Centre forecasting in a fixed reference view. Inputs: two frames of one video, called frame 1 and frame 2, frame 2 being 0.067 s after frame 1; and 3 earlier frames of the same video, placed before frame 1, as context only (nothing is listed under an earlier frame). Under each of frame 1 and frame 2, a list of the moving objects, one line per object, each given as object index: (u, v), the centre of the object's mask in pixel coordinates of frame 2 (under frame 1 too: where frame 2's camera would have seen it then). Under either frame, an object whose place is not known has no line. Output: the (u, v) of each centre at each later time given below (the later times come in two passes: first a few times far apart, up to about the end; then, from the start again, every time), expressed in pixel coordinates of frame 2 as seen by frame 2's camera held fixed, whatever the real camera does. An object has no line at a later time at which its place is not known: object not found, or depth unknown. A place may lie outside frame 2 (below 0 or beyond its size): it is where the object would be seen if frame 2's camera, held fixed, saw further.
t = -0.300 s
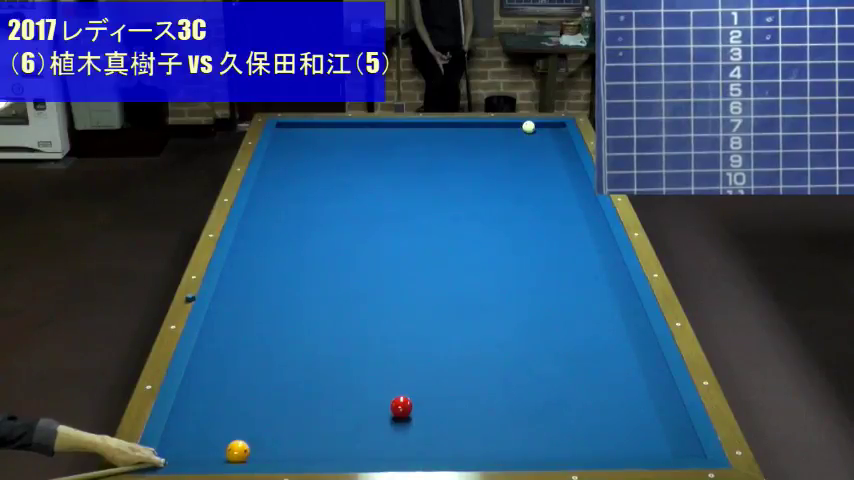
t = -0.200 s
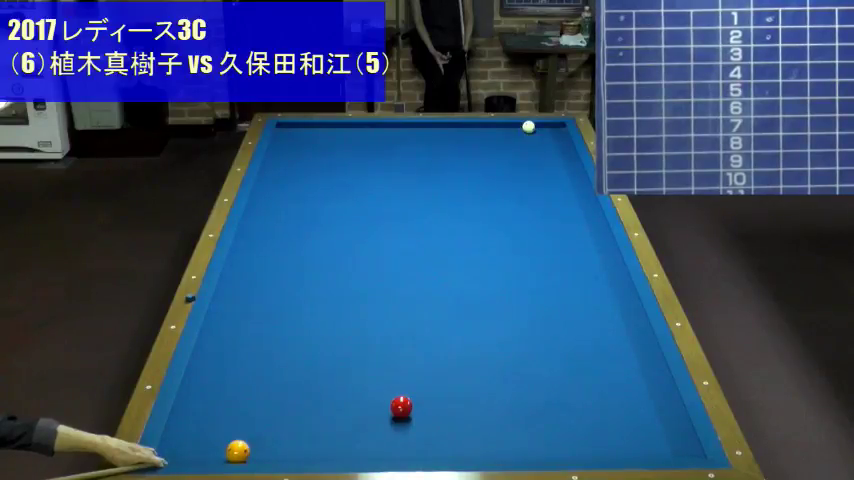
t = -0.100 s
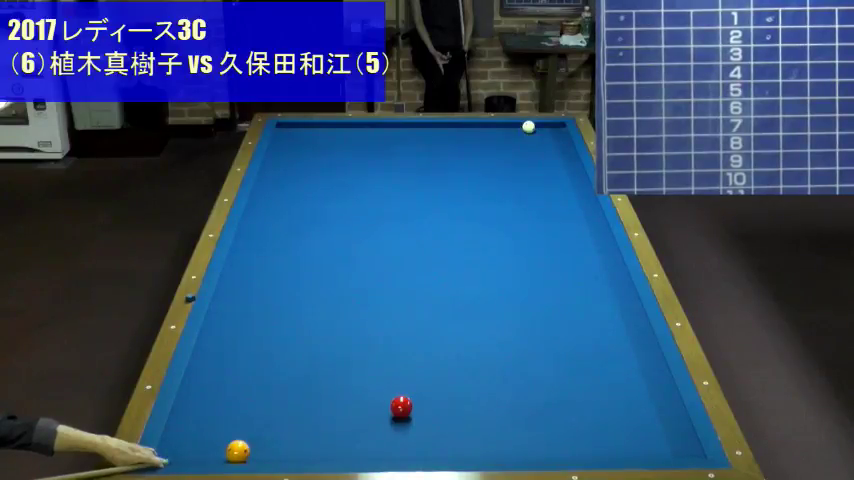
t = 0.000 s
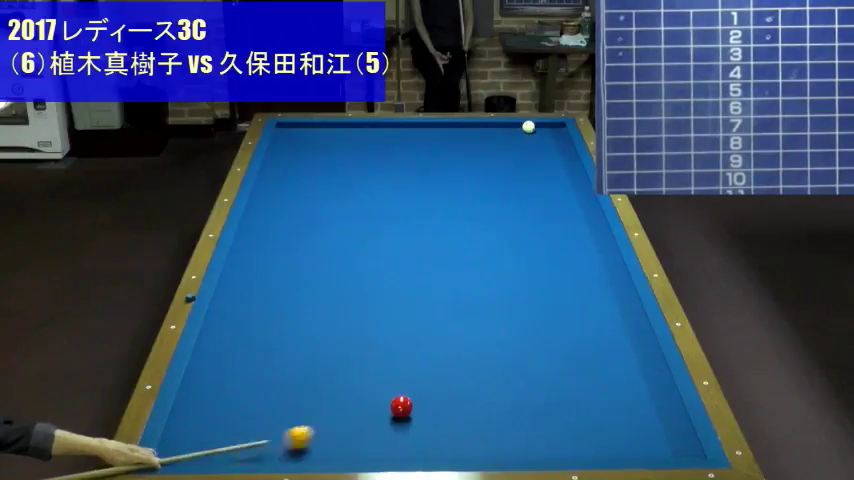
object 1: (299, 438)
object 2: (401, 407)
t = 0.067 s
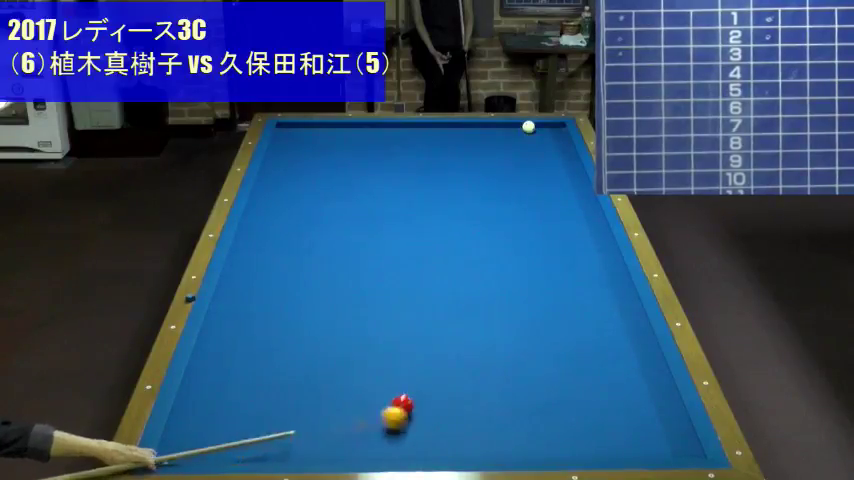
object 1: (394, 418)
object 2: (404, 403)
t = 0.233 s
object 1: (547, 449)
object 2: (467, 338)
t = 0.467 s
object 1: (659, 429)
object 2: (531, 270)
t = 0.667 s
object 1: (547, 399)
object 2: (569, 231)
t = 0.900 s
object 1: (454, 368)
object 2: (574, 195)
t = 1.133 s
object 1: (373, 340)
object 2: (539, 168)
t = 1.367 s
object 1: (300, 314)
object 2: (510, 144)
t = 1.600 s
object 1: (234, 290)
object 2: (486, 126)
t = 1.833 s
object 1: (266, 277)
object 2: (469, 140)
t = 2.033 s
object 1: (297, 266)
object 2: (454, 151)
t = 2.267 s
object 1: (331, 255)
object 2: (435, 164)
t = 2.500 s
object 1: (363, 244)
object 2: (416, 178)
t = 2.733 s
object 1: (393, 234)
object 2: (395, 193)
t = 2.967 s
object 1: (422, 225)
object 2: (373, 208)
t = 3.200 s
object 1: (449, 216)
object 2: (349, 224)
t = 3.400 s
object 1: (471, 209)
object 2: (328, 240)
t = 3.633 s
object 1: (495, 201)
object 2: (303, 258)
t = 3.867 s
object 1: (517, 193)
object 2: (276, 278)
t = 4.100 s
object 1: (539, 186)
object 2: (246, 298)
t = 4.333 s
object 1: (559, 179)
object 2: (216, 320)
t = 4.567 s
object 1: (578, 173)
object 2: (217, 340)
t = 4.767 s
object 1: (567, 169)
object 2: (222, 358)
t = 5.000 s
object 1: (554, 166)
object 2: (228, 379)
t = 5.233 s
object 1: (542, 162)
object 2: (235, 402)
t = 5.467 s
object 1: (531, 158)
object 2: (242, 426)
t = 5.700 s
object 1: (521, 155)
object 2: (249, 450)
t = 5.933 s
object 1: (511, 152)
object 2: (265, 450)
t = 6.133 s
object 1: (503, 149)
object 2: (282, 438)
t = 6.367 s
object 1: (493, 146)
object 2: (300, 426)
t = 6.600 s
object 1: (485, 144)
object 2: (317, 414)
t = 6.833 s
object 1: (477, 141)
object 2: (332, 402)
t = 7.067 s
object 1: (469, 139)
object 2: (347, 392)
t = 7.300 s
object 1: (462, 137)
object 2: (361, 382)
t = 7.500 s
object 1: (456, 135)
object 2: (372, 374)
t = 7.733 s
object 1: (450, 134)
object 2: (384, 365)
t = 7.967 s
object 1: (444, 132)
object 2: (395, 357)
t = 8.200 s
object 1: (438, 131)
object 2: (406, 350)
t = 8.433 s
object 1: (433, 129)
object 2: (416, 342)
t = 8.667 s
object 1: (428, 128)
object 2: (425, 336)
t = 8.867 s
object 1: (424, 127)
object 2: (433, 331)
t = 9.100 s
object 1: (420, 126)
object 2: (441, 325)
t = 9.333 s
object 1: (417, 125)
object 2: (449, 320)
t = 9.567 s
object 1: (414, 125)
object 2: (456, 314)
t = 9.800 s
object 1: (412, 125)
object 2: (463, 310)
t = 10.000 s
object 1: (411, 125)
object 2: (468, 307)
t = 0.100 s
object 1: (424, 425)
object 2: (417, 391)
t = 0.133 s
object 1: (454, 431)
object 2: (430, 377)
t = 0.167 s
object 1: (486, 438)
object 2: (444, 363)
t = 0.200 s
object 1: (516, 444)
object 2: (456, 349)
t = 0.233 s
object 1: (547, 449)
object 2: (467, 338)
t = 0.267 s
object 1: (579, 453)
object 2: (478, 326)
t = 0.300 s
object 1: (603, 450)
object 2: (489, 315)
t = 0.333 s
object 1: (627, 447)
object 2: (498, 305)
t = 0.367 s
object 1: (650, 443)
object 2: (507, 296)
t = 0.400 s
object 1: (673, 440)
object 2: (516, 286)
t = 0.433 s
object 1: (681, 435)
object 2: (524, 278)
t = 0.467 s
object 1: (659, 429)
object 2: (531, 270)
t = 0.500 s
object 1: (638, 424)
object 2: (539, 263)
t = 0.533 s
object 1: (618, 419)
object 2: (545, 256)
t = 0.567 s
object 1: (599, 413)
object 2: (551, 249)
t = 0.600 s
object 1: (581, 408)
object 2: (557, 242)
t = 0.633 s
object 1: (563, 403)
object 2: (563, 236)
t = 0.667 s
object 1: (547, 399)
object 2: (569, 231)
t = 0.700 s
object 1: (532, 394)
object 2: (575, 224)
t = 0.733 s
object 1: (518, 390)
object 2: (580, 219)
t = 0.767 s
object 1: (504, 385)
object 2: (585, 213)
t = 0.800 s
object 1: (491, 381)
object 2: (591, 208)
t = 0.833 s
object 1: (478, 376)
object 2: (589, 203)
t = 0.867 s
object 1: (466, 372)
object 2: (582, 199)
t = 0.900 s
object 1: (454, 368)
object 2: (574, 195)
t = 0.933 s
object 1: (442, 364)
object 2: (568, 190)
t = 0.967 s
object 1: (430, 359)
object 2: (562, 187)
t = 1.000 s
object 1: (418, 355)
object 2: (557, 183)
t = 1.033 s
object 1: (406, 351)
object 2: (552, 179)
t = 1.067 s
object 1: (395, 347)
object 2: (547, 175)
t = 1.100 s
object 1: (384, 343)
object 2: (543, 171)
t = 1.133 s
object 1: (373, 340)
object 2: (539, 168)
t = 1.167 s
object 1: (362, 335)
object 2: (535, 164)
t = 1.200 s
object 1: (351, 332)
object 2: (530, 161)
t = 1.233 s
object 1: (341, 328)
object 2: (526, 157)
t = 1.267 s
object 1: (330, 325)
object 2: (522, 154)
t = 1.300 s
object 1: (319, 321)
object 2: (518, 151)
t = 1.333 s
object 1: (310, 317)
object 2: (515, 147)
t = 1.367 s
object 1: (300, 314)
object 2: (510, 144)
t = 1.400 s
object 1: (290, 310)
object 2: (506, 141)
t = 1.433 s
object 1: (280, 307)
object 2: (503, 138)
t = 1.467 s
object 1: (271, 303)
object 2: (499, 135)
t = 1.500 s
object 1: (261, 300)
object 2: (496, 132)
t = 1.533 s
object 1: (252, 297)
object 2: (492, 129)
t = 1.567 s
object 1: (243, 293)
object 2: (489, 126)
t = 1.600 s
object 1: (234, 290)
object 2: (486, 126)
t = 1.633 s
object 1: (225, 287)
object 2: (483, 128)
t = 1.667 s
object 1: (230, 285)
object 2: (481, 130)
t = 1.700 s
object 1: (239, 283)
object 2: (479, 132)
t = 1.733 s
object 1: (246, 282)
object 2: (477, 134)
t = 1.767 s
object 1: (253, 280)
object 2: (474, 136)
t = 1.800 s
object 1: (259, 278)
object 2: (472, 138)
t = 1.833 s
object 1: (266, 277)
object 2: (469, 140)
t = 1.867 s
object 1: (271, 275)
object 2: (467, 141)
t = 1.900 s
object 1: (276, 273)
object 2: (465, 143)
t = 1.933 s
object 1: (281, 271)
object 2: (462, 146)
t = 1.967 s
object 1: (286, 269)
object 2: (460, 147)
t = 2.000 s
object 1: (292, 267)
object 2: (457, 149)
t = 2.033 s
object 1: (297, 266)
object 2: (454, 151)
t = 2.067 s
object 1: (302, 264)
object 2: (451, 153)
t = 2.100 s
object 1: (307, 263)
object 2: (449, 154)
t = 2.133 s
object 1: (311, 261)
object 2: (446, 156)
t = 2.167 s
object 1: (316, 260)
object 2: (444, 158)
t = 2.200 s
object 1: (321, 258)
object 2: (441, 160)
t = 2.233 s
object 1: (326, 256)
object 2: (438, 162)
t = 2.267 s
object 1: (331, 255)
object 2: (435, 164)
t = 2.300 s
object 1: (336, 253)
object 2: (433, 166)
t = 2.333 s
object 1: (340, 252)
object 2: (430, 168)
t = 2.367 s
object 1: (345, 250)
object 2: (427, 170)
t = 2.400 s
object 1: (349, 248)
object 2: (424, 172)
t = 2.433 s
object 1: (354, 247)
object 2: (421, 174)
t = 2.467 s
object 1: (358, 246)
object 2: (418, 175)
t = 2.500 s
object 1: (363, 244)
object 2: (416, 178)
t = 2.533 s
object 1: (367, 243)
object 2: (413, 180)
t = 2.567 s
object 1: (371, 241)
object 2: (410, 182)
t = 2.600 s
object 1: (376, 240)
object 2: (407, 184)
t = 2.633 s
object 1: (380, 238)
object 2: (404, 186)
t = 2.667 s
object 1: (385, 237)
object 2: (401, 188)
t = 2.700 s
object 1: (389, 235)
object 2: (398, 190)
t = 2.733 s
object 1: (393, 234)
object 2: (395, 193)
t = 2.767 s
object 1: (397, 233)
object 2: (392, 194)
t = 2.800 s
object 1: (402, 231)
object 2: (389, 197)
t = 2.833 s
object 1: (406, 230)
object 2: (386, 199)
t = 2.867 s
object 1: (410, 229)
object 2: (382, 201)
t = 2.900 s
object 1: (414, 227)
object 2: (379, 203)
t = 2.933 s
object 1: (418, 226)
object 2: (376, 205)
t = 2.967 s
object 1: (422, 225)
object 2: (373, 208)
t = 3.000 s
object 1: (426, 223)
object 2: (370, 210)
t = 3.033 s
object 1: (430, 222)
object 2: (366, 212)
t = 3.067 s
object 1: (434, 221)
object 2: (363, 215)
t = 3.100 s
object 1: (437, 220)
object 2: (360, 217)
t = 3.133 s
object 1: (441, 218)
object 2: (356, 220)
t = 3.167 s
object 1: (445, 217)
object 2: (353, 222)
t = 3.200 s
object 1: (449, 216)
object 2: (349, 224)
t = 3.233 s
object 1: (452, 215)
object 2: (346, 227)
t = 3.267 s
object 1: (456, 213)
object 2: (343, 230)
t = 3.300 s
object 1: (460, 212)
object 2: (339, 232)
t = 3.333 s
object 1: (463, 211)
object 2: (336, 235)
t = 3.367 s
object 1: (467, 210)
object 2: (332, 237)
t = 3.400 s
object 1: (471, 209)
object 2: (328, 240)
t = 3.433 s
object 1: (474, 208)
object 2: (325, 242)
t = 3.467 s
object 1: (478, 206)
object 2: (321, 245)
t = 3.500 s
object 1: (481, 205)
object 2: (318, 247)
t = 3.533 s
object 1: (484, 204)
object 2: (314, 250)
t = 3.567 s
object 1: (488, 203)
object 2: (310, 253)
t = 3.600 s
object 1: (491, 202)
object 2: (307, 255)
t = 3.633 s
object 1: (495, 201)
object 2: (303, 258)
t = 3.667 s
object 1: (498, 200)
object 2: (299, 261)
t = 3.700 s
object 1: (501, 198)
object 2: (295, 263)
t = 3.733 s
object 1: (505, 197)
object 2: (292, 266)
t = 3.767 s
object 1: (508, 196)
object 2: (287, 269)
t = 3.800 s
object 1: (511, 195)
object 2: (284, 272)
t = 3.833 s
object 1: (514, 194)
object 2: (279, 275)
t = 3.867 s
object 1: (517, 193)
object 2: (276, 278)
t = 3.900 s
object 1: (521, 192)
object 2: (272, 280)
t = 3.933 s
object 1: (524, 191)
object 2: (267, 283)
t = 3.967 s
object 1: (527, 190)
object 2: (263, 286)
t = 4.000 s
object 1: (530, 189)
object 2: (259, 289)
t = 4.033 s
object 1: (533, 188)
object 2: (255, 292)
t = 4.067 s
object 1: (536, 187)
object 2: (251, 295)
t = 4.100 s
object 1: (539, 186)
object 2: (246, 298)
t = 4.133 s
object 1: (542, 185)
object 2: (242, 301)
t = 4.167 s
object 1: (545, 184)
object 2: (238, 305)
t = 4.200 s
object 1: (548, 183)
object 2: (234, 307)
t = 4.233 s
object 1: (551, 182)
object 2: (229, 311)
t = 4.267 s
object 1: (553, 181)
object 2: (225, 314)
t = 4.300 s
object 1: (556, 180)
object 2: (221, 317)
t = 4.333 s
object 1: (559, 179)
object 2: (216, 320)
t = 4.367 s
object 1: (562, 178)
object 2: (212, 323)
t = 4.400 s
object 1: (565, 177)
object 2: (212, 326)
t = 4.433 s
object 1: (567, 176)
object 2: (213, 329)
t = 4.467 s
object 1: (570, 175)
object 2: (215, 332)
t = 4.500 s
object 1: (573, 175)
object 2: (215, 335)
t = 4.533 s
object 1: (576, 174)
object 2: (216, 338)
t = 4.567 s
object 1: (578, 173)
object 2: (217, 340)
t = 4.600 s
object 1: (576, 172)
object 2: (218, 343)
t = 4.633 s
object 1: (574, 172)
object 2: (219, 346)
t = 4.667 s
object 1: (572, 171)
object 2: (219, 349)
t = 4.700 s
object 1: (570, 170)
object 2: (220, 352)
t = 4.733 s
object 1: (568, 170)
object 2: (221, 355)
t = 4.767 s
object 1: (567, 169)
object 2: (222, 358)
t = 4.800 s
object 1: (565, 168)
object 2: (223, 361)
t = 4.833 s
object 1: (563, 168)
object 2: (224, 364)
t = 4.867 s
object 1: (561, 168)
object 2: (225, 367)
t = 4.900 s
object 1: (559, 167)
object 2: (226, 370)
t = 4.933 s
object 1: (558, 166)
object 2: (227, 373)
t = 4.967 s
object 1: (556, 166)
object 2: (228, 376)
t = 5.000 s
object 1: (554, 166)
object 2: (228, 379)
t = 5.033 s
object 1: (552, 165)
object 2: (229, 383)
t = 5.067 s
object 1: (551, 165)
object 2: (230, 386)
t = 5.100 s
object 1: (549, 164)
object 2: (231, 389)
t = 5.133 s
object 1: (548, 163)
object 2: (232, 392)
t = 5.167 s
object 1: (546, 163)
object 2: (233, 395)
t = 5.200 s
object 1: (544, 162)
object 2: (234, 399)
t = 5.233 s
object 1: (542, 162)
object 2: (235, 402)
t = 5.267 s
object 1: (541, 161)
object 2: (236, 405)
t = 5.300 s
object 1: (539, 161)
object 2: (237, 409)
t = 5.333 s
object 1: (538, 160)
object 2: (238, 412)
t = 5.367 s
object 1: (536, 160)
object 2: (239, 416)
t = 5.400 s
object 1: (535, 159)
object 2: (240, 419)
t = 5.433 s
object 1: (533, 159)
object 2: (241, 423)
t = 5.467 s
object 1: (531, 158)
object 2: (242, 426)
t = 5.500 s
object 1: (530, 158)
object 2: (243, 429)
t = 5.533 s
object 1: (528, 157)
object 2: (244, 433)
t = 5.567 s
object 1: (527, 157)
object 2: (245, 436)
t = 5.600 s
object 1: (525, 156)
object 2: (246, 440)
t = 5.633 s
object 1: (524, 156)
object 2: (247, 444)
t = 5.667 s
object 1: (522, 155)
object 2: (249, 447)
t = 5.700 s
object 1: (521, 155)
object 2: (249, 450)
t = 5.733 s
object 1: (520, 155)
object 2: (251, 453)
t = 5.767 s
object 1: (518, 154)
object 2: (252, 455)
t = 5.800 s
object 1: (517, 154)
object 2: (254, 456)
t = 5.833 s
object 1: (515, 153)
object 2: (257, 454)
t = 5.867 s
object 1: (514, 153)
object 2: (260, 453)
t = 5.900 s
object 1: (512, 152)
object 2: (263, 451)
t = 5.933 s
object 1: (511, 152)
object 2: (265, 450)
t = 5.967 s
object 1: (509, 151)
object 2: (268, 449)
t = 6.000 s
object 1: (508, 151)
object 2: (271, 447)
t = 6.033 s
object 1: (506, 150)
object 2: (274, 446)
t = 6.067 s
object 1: (505, 150)
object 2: (276, 443)
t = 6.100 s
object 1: (503, 150)
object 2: (279, 441)
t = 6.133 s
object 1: (503, 149)
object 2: (282, 438)
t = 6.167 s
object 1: (501, 149)
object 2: (284, 436)
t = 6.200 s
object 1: (500, 148)
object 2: (287, 435)
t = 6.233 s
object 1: (499, 148)
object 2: (289, 433)
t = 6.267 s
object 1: (497, 148)
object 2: (292, 431)
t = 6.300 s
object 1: (496, 147)
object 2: (295, 429)
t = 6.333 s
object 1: (495, 147)
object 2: (297, 428)
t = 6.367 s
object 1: (493, 146)
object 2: (300, 426)
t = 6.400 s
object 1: (492, 146)
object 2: (302, 424)
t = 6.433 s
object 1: (491, 146)
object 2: (305, 422)
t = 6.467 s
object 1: (490, 145)
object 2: (307, 420)
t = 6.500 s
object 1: (488, 145)
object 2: (310, 419)
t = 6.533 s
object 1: (487, 145)
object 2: (312, 417)
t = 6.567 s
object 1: (486, 144)
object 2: (315, 415)
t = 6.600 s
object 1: (485, 144)
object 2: (317, 414)
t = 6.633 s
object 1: (484, 143)
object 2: (319, 412)
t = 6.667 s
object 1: (482, 143)
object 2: (321, 410)
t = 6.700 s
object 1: (482, 143)
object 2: (324, 409)
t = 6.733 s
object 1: (480, 142)
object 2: (326, 407)
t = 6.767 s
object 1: (479, 142)
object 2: (328, 405)
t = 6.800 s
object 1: (478, 142)
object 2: (331, 404)
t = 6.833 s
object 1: (477, 141)
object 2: (332, 402)
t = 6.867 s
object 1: (476, 141)
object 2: (335, 401)
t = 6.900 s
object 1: (475, 141)
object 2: (337, 399)
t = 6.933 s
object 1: (473, 140)
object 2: (339, 398)
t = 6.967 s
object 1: (473, 140)
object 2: (341, 396)
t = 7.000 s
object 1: (471, 140)
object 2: (343, 395)
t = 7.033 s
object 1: (470, 140)
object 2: (345, 393)
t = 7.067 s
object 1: (469, 139)
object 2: (347, 392)
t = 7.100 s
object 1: (468, 139)
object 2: (350, 390)
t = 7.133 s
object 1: (467, 138)
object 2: (351, 389)
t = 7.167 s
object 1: (466, 138)
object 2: (353, 388)
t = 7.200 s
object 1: (465, 138)
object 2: (355, 386)
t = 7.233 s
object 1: (464, 138)
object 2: (357, 385)
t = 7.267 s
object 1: (463, 137)
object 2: (359, 383)
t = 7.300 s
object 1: (462, 137)
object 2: (361, 382)
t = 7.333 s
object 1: (461, 137)
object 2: (363, 381)
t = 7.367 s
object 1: (460, 137)
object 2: (365, 379)
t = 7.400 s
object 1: (459, 136)
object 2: (367, 378)
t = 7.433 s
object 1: (458, 136)
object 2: (368, 377)
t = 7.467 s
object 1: (457, 136)
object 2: (370, 375)
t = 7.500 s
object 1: (456, 135)
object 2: (372, 374)
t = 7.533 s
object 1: (455, 135)
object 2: (374, 373)
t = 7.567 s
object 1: (454, 135)
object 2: (376, 371)
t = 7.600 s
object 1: (453, 135)
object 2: (377, 370)
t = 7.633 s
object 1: (453, 135)
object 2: (379, 369)
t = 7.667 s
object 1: (451, 134)
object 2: (381, 368)
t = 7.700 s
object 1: (451, 134)
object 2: (382, 367)
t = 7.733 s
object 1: (450, 134)
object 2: (384, 365)
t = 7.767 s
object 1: (449, 134)
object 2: (386, 364)
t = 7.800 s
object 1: (448, 133)
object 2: (387, 363)
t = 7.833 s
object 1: (447, 133)
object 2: (389, 362)
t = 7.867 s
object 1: (446, 133)
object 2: (391, 361)
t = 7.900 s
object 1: (446, 133)
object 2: (392, 360)
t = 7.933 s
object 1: (445, 132)
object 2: (394, 358)
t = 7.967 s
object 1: (444, 132)
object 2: (395, 357)
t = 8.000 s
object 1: (443, 132)
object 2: (397, 356)
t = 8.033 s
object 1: (442, 132)
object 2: (399, 355)
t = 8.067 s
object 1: (441, 131)
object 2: (400, 354)
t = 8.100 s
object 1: (441, 131)
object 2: (402, 353)
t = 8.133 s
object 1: (440, 131)
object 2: (403, 352)
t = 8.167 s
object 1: (439, 131)
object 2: (405, 351)
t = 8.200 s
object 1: (438, 131)
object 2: (406, 350)
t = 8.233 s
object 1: (437, 130)
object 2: (408, 349)
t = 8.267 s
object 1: (437, 130)
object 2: (409, 348)
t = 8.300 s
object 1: (436, 130)
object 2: (411, 347)
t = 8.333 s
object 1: (435, 130)
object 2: (412, 346)
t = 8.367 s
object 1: (434, 130)
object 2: (414, 344)
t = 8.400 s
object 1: (434, 130)
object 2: (415, 343)
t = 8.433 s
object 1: (433, 129)
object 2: (416, 342)
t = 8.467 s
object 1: (432, 129)
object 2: (417, 342)
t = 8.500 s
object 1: (432, 129)
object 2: (419, 341)
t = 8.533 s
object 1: (431, 129)
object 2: (420, 340)
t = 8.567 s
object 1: (430, 128)
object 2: (421, 339)
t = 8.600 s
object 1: (429, 128)
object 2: (423, 338)
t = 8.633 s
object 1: (429, 128)
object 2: (424, 337)
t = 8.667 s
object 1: (428, 128)
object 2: (425, 336)
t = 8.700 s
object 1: (427, 128)
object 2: (427, 335)
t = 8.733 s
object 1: (427, 128)
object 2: (428, 334)
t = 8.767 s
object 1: (426, 127)
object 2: (429, 333)
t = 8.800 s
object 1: (425, 127)
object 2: (431, 333)
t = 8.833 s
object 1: (425, 127)
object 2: (432, 332)
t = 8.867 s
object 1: (424, 127)
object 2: (433, 331)
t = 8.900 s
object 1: (424, 127)
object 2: (434, 330)
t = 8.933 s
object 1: (423, 127)
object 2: (435, 329)
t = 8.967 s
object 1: (422, 127)
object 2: (437, 328)
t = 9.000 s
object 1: (422, 127)
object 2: (438, 327)
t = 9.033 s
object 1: (421, 126)
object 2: (439, 327)
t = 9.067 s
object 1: (421, 126)
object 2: (440, 326)
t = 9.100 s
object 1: (420, 126)
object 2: (441, 325)
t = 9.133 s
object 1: (420, 126)
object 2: (442, 324)
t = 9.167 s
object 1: (419, 126)
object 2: (443, 323)
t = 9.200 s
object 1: (419, 125)
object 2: (445, 322)
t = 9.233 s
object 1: (418, 125)
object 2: (445, 322)
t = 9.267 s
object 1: (418, 125)
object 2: (447, 321)
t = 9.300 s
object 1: (417, 125)
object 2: (448, 320)
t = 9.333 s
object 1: (417, 125)
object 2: (449, 320)
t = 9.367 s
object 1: (416, 125)
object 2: (450, 319)
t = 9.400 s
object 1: (416, 125)
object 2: (451, 318)
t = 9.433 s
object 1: (415, 125)
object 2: (452, 317)
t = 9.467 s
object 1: (415, 125)
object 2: (453, 317)
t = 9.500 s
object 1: (414, 125)
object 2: (454, 316)
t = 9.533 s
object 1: (414, 125)
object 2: (455, 315)
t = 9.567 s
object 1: (414, 125)
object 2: (456, 314)
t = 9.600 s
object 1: (414, 125)
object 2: (457, 314)
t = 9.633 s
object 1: (413, 125)
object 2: (458, 313)
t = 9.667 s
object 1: (413, 125)
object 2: (459, 312)
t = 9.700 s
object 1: (413, 125)
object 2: (460, 312)
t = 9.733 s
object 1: (412, 125)
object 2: (461, 311)
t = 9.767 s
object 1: (412, 125)
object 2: (462, 310)
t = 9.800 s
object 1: (412, 125)
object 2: (463, 310)
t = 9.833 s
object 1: (412, 125)
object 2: (464, 310)
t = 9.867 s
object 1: (411, 125)
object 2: (465, 309)
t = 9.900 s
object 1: (411, 125)
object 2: (465, 308)
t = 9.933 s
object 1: (411, 125)
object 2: (466, 308)
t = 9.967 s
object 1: (411, 125)
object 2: (467, 307)
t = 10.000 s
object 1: (411, 125)
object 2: (468, 307)
